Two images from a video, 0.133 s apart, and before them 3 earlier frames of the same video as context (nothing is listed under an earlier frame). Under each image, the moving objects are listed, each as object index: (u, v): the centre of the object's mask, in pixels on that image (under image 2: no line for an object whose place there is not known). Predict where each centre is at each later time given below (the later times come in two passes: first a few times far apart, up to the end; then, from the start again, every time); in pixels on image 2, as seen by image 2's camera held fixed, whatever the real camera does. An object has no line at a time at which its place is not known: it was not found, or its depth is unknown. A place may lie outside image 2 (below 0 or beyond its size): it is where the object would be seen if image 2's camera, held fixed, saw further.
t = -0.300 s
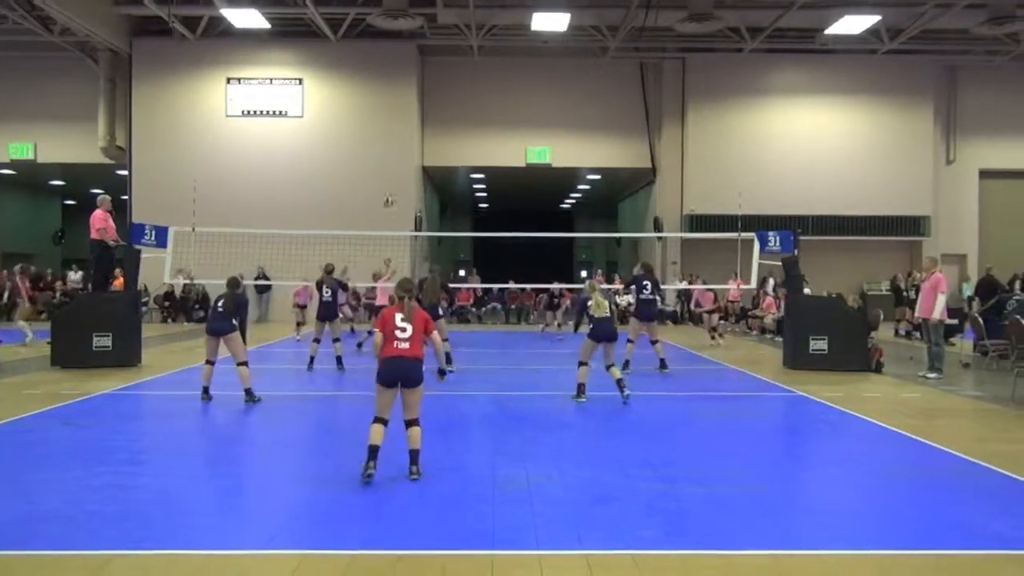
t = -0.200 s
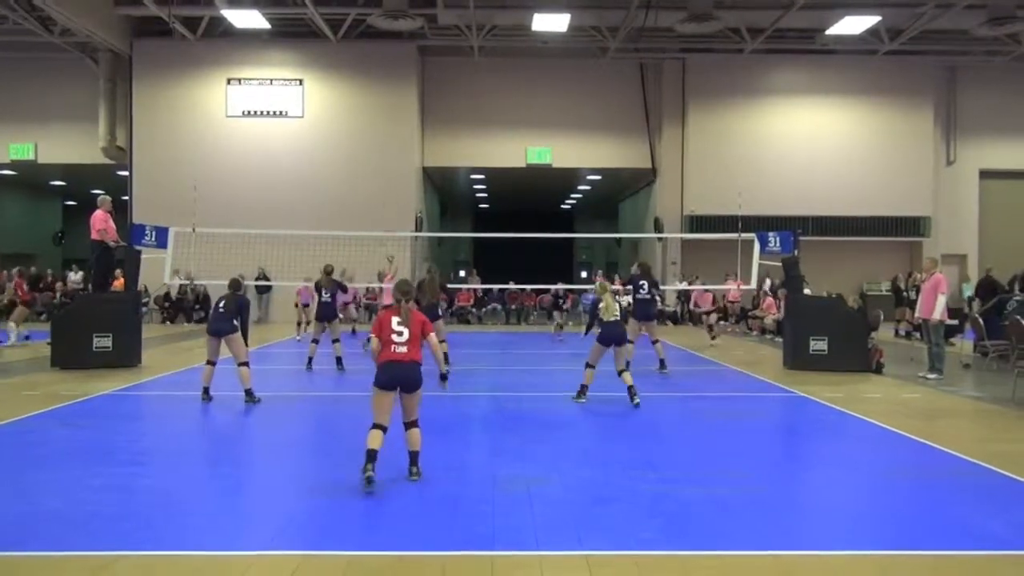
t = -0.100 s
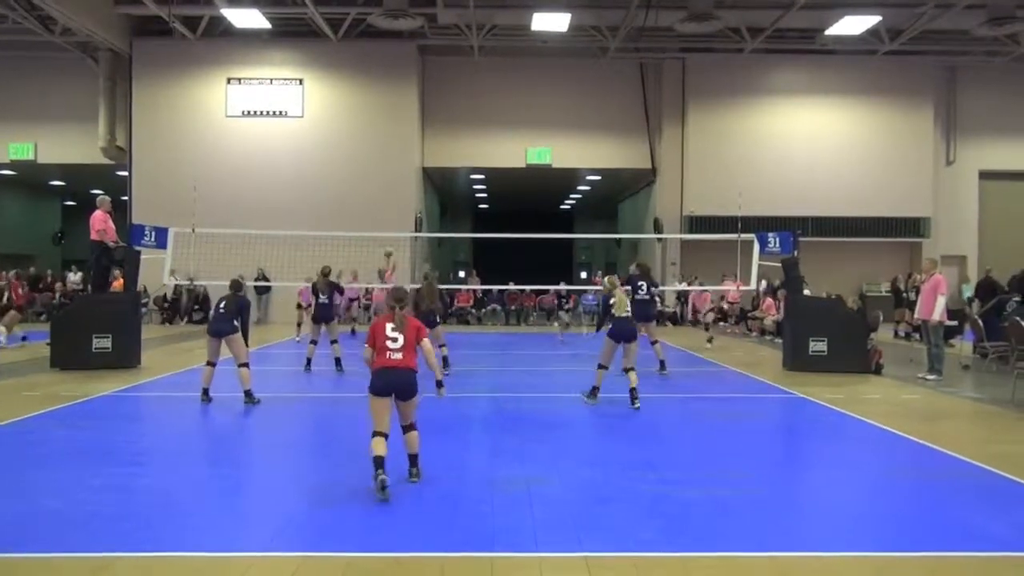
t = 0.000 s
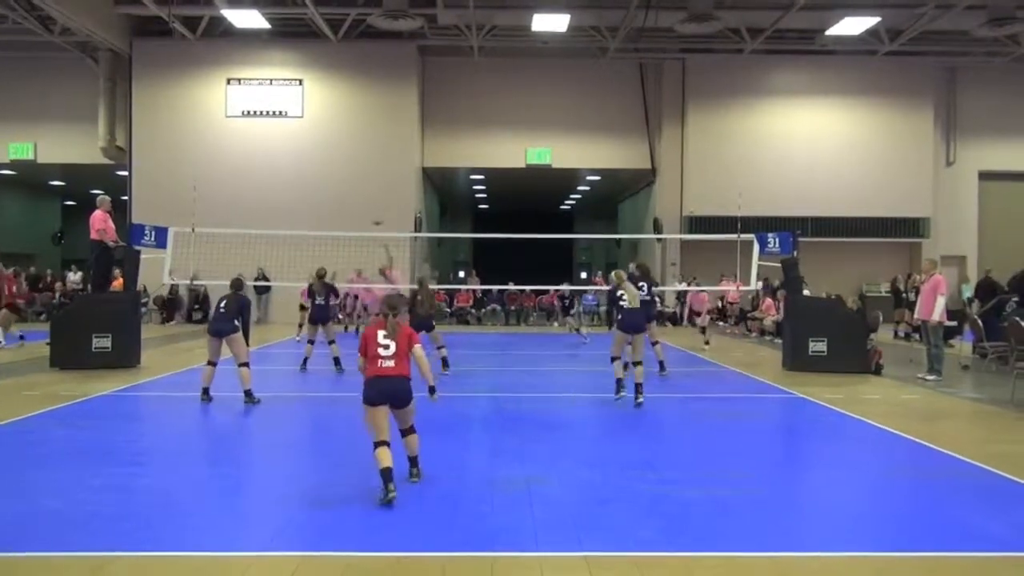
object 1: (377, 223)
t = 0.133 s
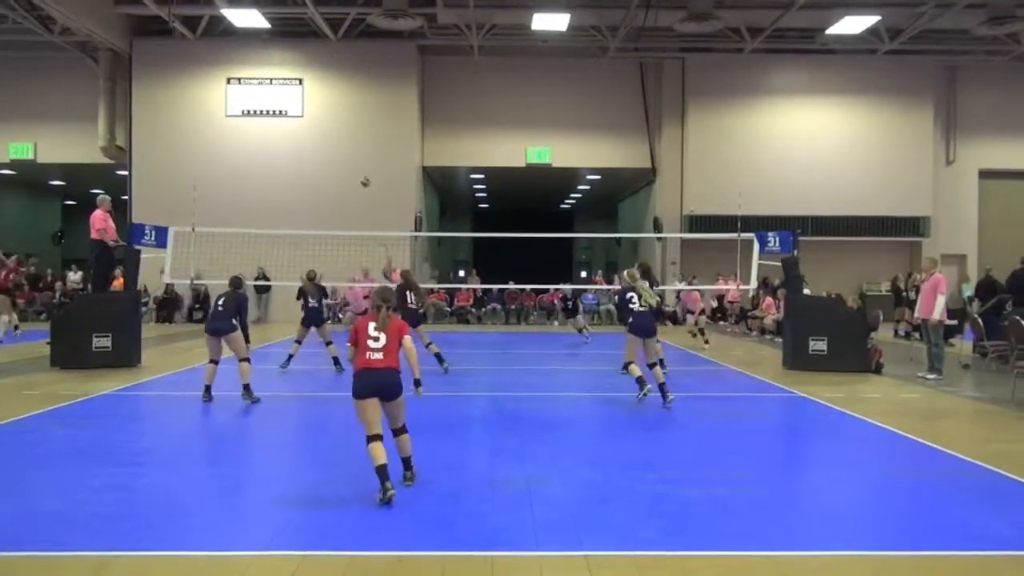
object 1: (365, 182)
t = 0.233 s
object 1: (356, 160)
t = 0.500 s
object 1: (330, 127)
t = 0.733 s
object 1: (308, 127)
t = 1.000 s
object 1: (283, 163)
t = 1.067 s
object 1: (276, 178)
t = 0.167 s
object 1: (362, 174)
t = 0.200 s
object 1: (357, 167)
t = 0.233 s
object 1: (356, 160)
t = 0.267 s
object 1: (352, 154)
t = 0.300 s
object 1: (348, 151)
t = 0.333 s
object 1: (346, 146)
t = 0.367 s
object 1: (343, 141)
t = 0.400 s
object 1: (339, 136)
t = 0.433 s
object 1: (336, 132)
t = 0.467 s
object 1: (333, 130)
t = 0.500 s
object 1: (330, 127)
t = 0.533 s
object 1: (327, 125)
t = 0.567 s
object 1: (324, 125)
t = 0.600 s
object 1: (320, 124)
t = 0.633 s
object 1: (317, 124)
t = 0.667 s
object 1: (314, 125)
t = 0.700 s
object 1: (311, 126)
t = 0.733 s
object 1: (308, 127)
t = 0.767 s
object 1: (304, 130)
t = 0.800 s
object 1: (301, 133)
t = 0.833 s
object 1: (298, 137)
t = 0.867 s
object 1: (295, 141)
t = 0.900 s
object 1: (292, 146)
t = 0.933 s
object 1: (288, 151)
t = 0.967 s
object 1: (286, 157)
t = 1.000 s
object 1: (283, 163)
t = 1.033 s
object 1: (280, 171)
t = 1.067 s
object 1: (276, 178)
